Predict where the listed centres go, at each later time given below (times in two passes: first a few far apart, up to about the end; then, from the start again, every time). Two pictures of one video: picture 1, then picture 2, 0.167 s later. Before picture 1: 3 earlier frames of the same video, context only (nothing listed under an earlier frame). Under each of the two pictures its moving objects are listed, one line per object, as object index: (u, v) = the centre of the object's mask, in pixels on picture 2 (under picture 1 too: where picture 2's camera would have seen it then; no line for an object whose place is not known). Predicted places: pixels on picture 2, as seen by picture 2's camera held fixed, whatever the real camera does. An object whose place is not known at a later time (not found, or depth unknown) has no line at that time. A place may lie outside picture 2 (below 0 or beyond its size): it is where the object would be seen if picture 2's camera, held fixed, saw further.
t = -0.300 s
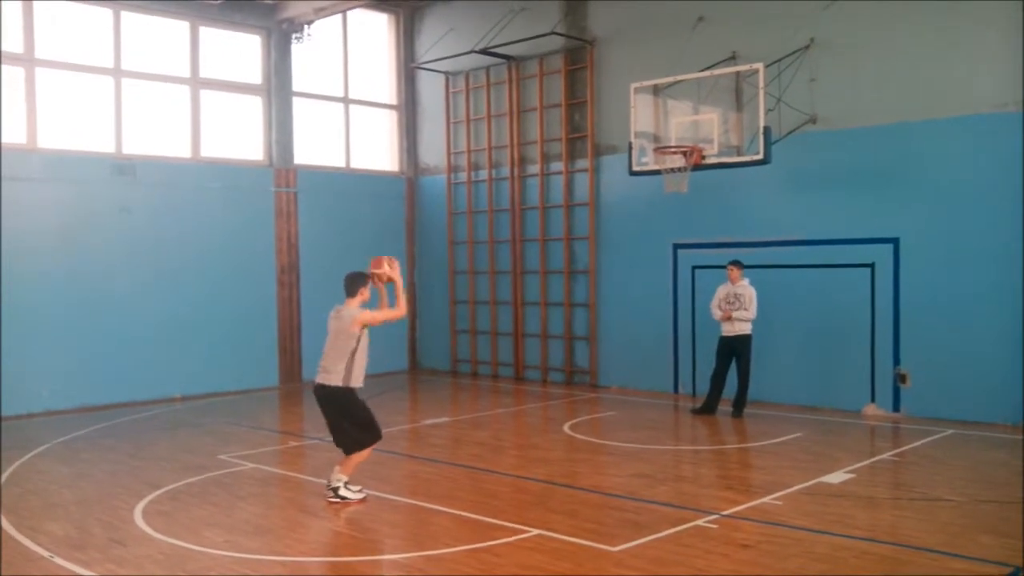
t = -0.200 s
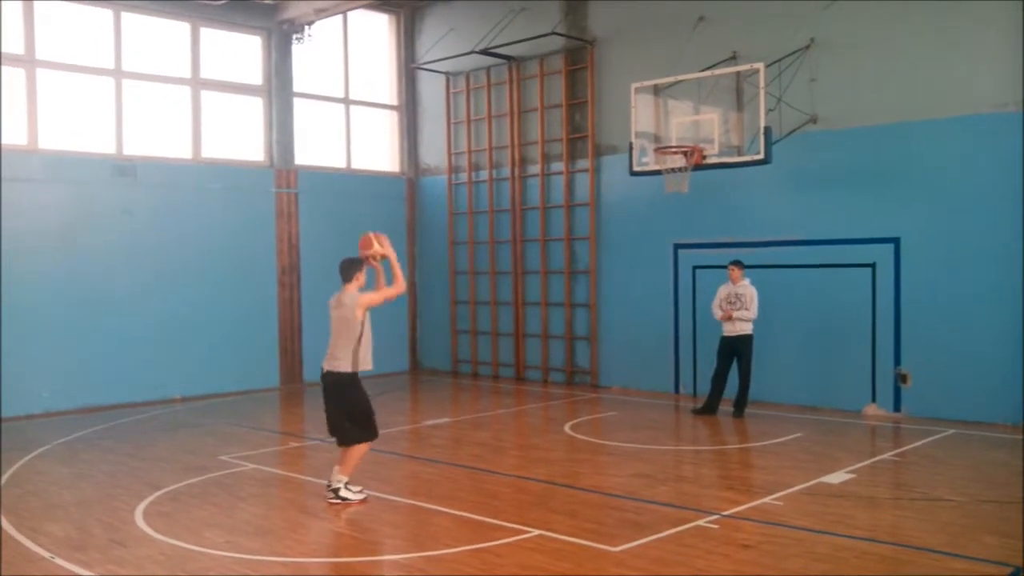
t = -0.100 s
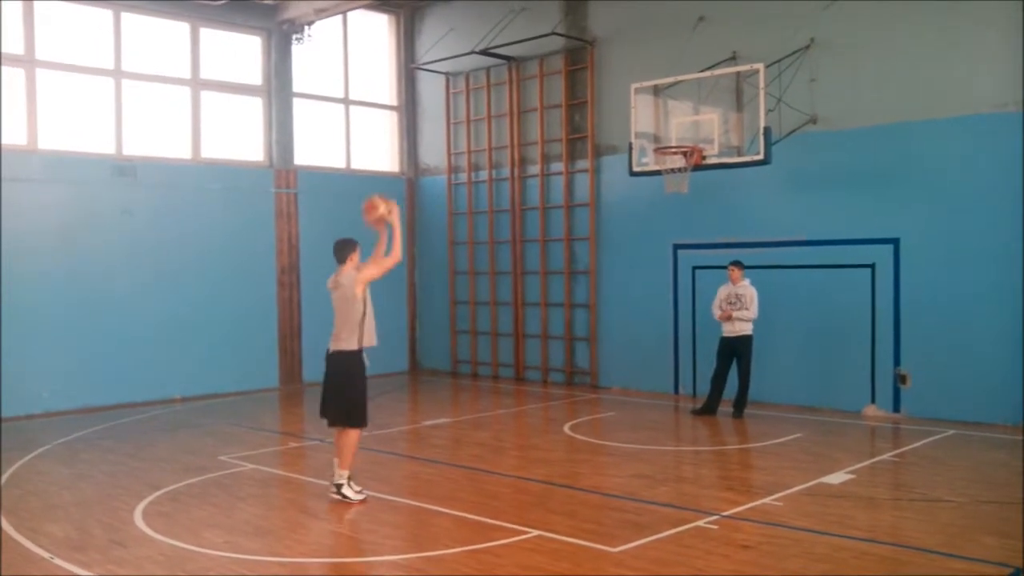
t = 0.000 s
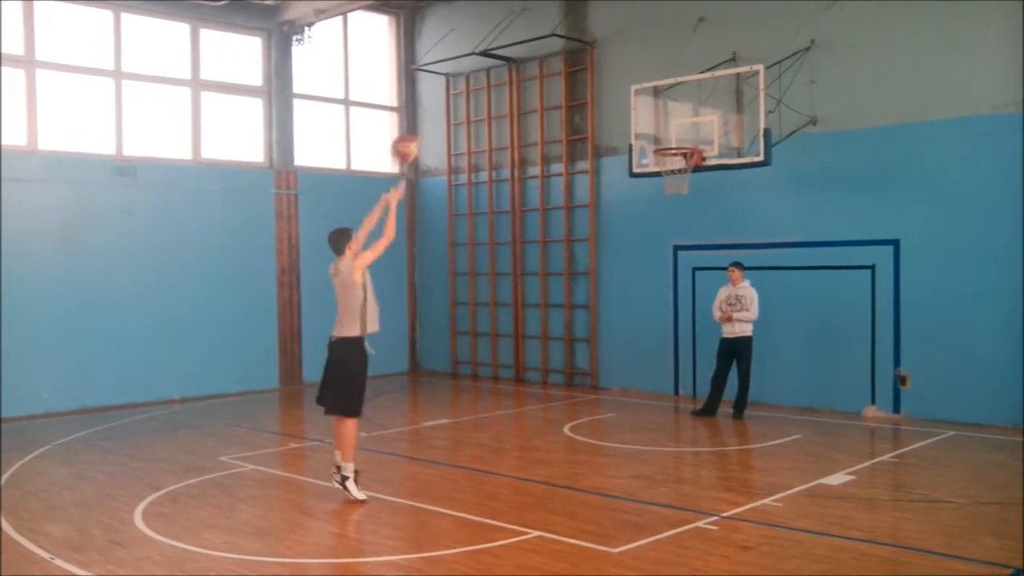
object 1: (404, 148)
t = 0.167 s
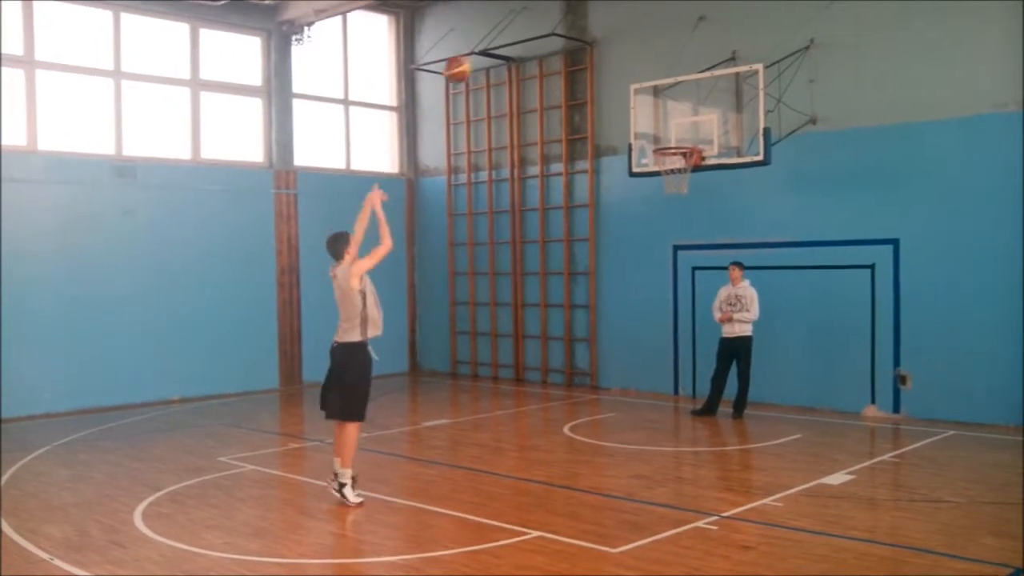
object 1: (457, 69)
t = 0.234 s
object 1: (477, 47)
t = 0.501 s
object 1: (552, 14)
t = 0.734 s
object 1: (606, 35)
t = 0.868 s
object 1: (635, 70)
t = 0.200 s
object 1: (468, 58)
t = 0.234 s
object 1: (477, 47)
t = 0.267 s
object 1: (487, 38)
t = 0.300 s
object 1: (497, 31)
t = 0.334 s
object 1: (506, 24)
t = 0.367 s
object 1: (515, 19)
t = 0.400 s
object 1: (525, 15)
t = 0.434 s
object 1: (533, 14)
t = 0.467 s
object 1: (541, 13)
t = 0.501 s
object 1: (552, 14)
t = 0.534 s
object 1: (560, 15)
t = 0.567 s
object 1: (567, 14)
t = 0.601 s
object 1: (575, 16)
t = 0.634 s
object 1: (583, 18)
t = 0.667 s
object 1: (591, 23)
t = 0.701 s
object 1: (599, 29)
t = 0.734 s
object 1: (606, 35)
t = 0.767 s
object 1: (614, 42)
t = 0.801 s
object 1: (621, 51)
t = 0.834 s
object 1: (628, 60)
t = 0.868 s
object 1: (635, 70)
